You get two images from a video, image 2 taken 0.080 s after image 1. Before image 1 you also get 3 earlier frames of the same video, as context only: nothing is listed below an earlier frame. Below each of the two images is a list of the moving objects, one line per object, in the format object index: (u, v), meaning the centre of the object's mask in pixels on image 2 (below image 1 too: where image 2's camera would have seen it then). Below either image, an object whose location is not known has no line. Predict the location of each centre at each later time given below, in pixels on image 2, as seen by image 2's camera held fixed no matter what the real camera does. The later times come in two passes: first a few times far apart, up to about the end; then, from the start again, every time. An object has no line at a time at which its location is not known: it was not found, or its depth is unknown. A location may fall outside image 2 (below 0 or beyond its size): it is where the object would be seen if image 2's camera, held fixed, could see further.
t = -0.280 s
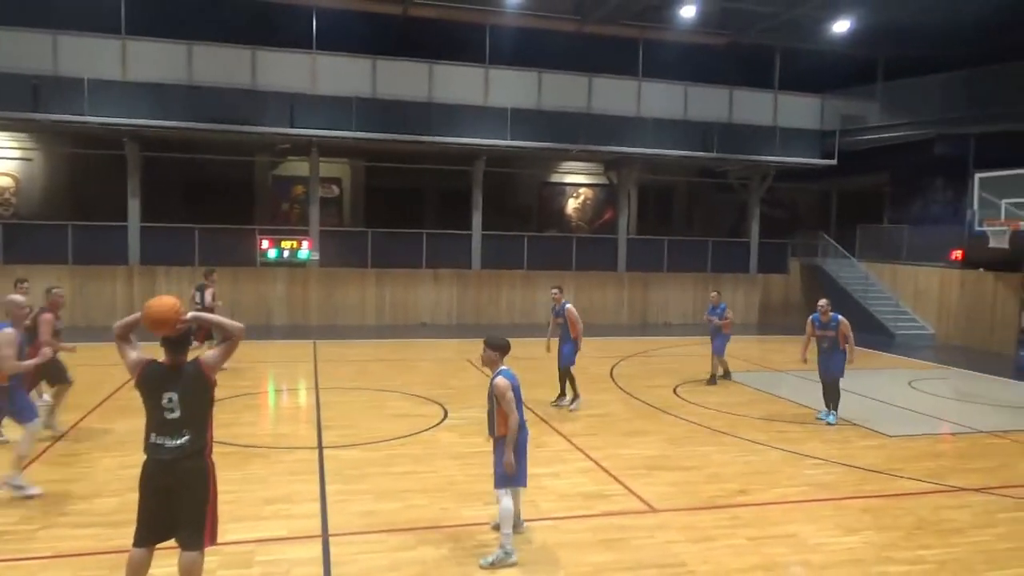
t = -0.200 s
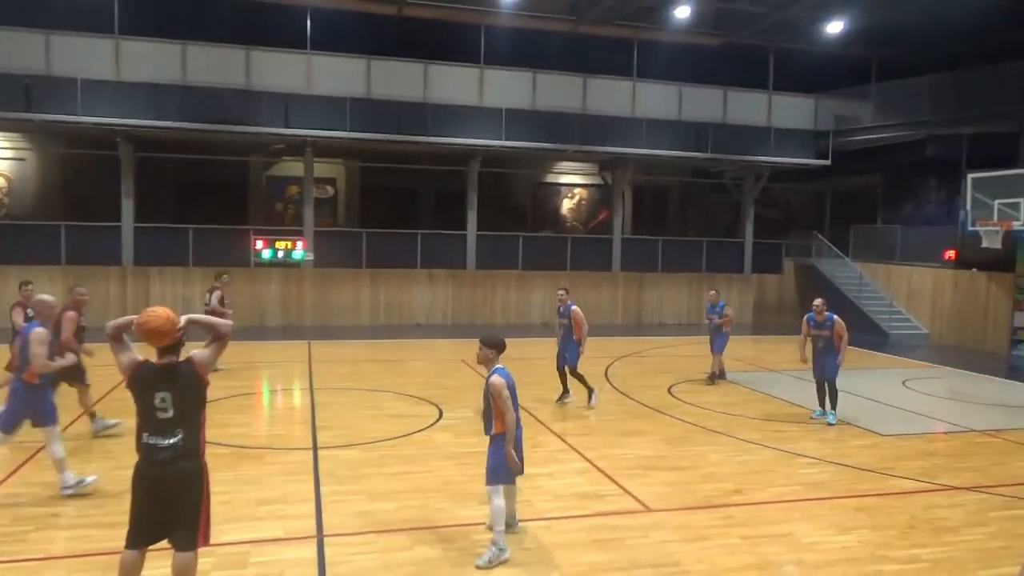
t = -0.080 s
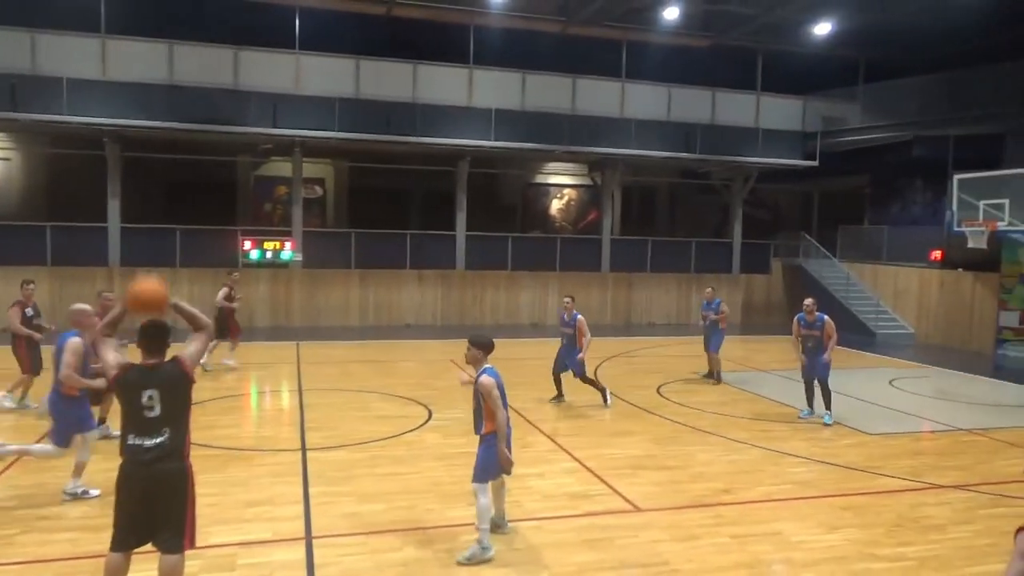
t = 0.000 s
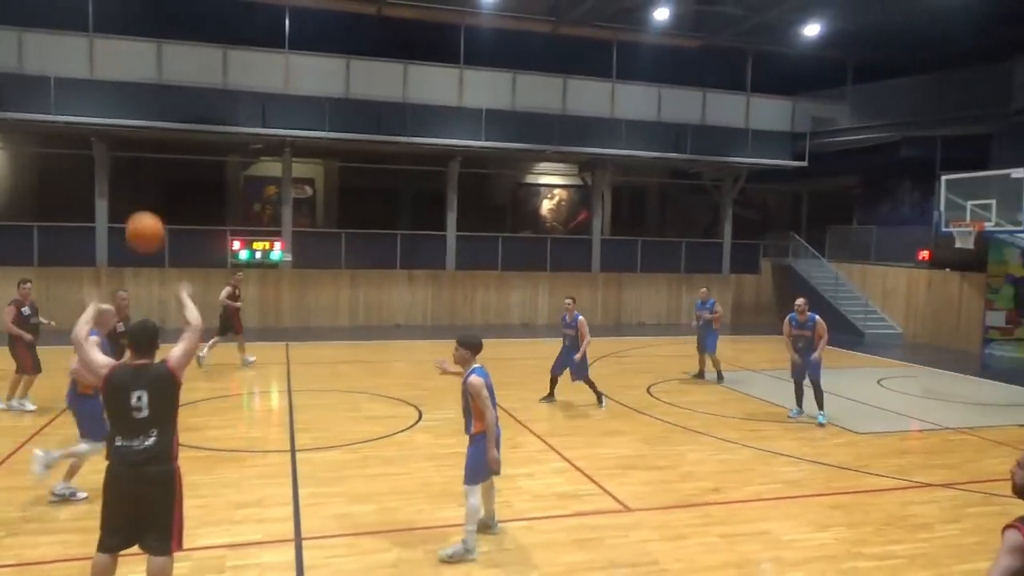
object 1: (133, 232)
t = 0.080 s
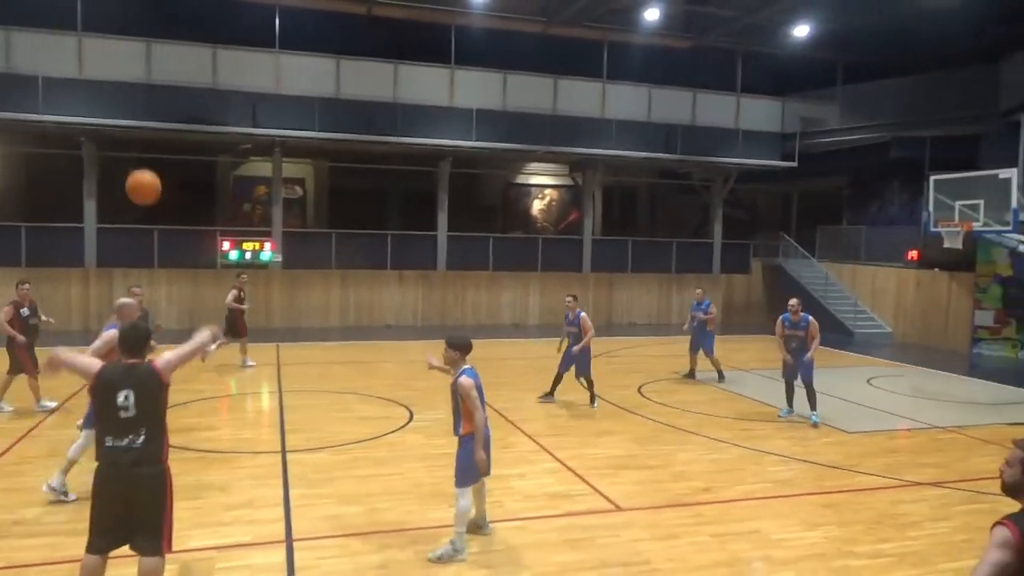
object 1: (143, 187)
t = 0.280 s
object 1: (159, 134)
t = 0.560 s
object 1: (171, 142)
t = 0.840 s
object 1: (181, 195)
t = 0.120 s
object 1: (147, 170)
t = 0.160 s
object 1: (151, 157)
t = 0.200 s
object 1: (155, 147)
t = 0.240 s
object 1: (157, 139)
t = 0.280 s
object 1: (159, 134)
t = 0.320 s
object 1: (161, 131)
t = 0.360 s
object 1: (163, 130)
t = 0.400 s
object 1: (165, 130)
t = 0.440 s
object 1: (166, 131)
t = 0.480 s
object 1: (168, 133)
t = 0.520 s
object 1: (169, 137)
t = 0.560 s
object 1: (171, 142)
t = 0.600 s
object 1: (172, 147)
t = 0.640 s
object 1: (174, 153)
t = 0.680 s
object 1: (175, 161)
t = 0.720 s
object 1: (177, 168)
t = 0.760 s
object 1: (178, 177)
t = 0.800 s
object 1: (180, 186)
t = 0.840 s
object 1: (181, 195)
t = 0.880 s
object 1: (183, 205)
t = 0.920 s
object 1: (184, 216)
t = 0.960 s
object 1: (185, 227)
